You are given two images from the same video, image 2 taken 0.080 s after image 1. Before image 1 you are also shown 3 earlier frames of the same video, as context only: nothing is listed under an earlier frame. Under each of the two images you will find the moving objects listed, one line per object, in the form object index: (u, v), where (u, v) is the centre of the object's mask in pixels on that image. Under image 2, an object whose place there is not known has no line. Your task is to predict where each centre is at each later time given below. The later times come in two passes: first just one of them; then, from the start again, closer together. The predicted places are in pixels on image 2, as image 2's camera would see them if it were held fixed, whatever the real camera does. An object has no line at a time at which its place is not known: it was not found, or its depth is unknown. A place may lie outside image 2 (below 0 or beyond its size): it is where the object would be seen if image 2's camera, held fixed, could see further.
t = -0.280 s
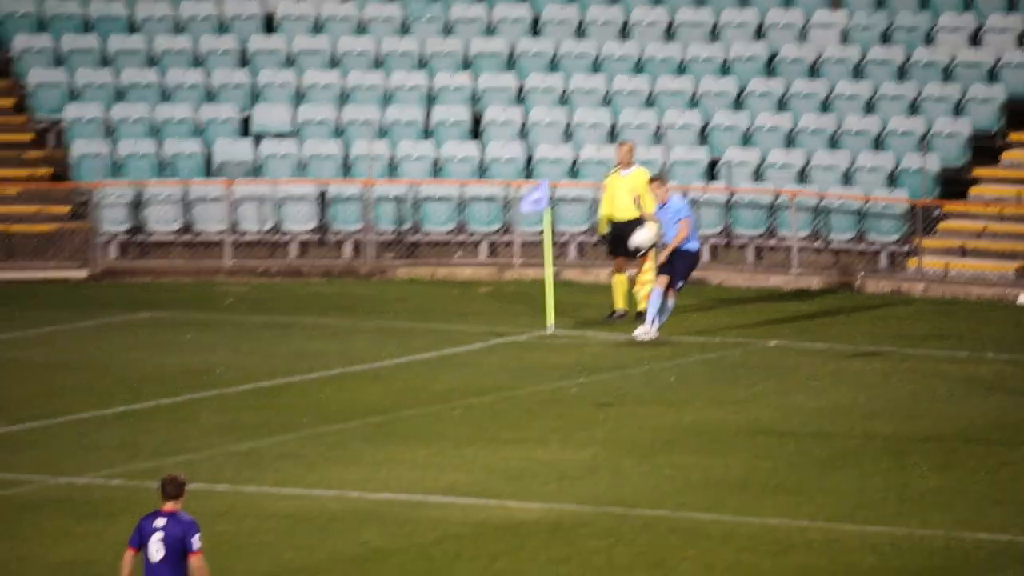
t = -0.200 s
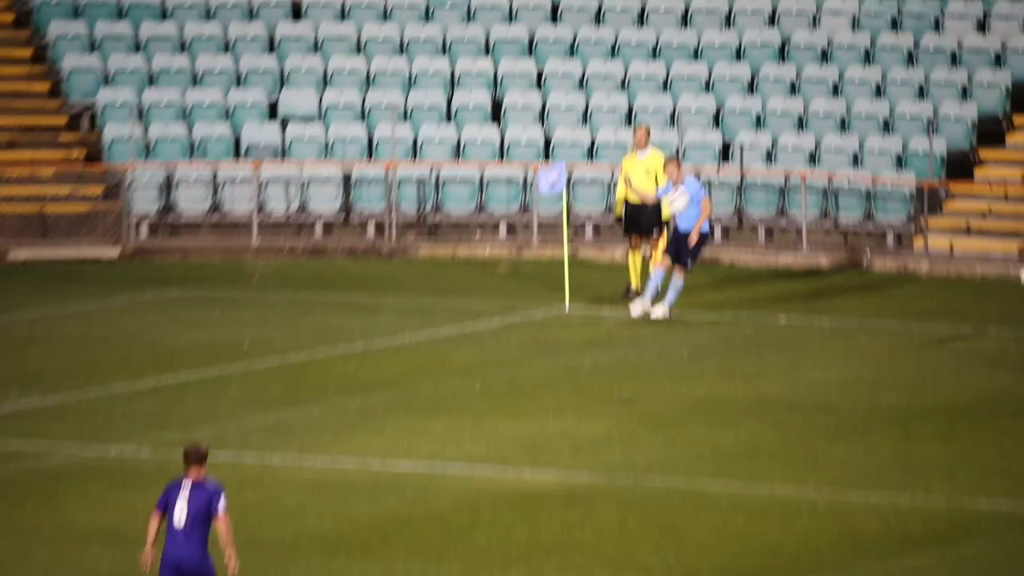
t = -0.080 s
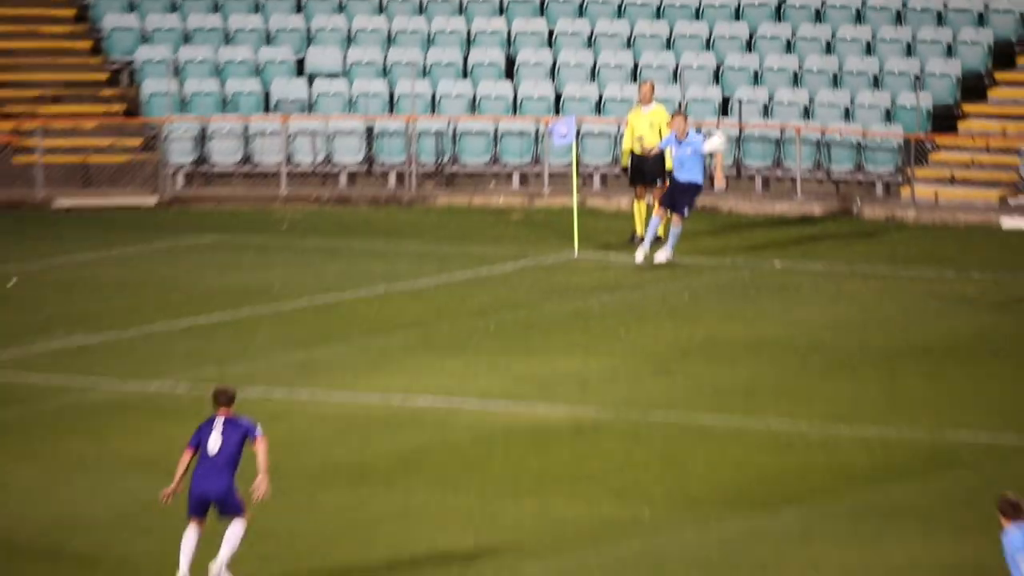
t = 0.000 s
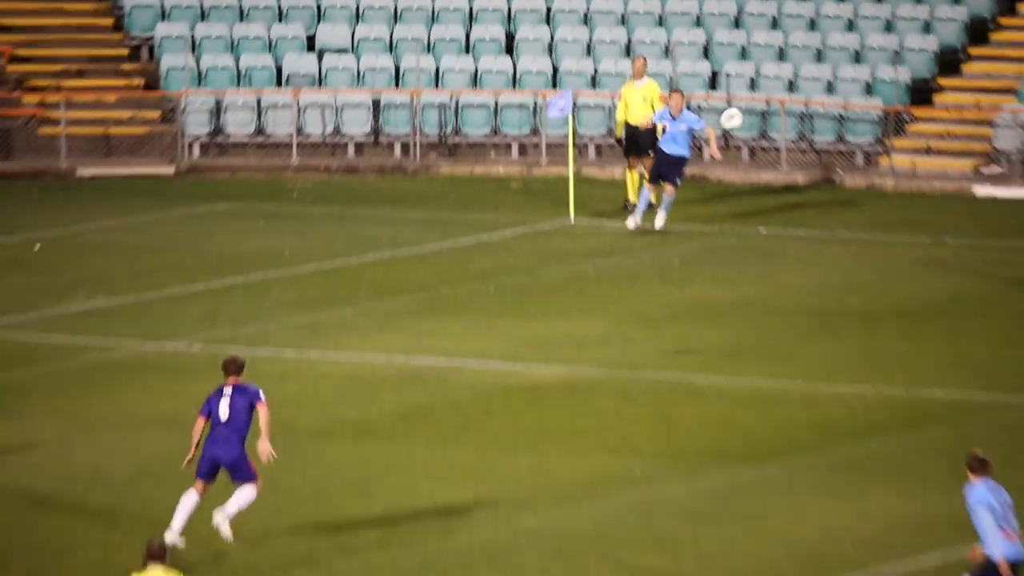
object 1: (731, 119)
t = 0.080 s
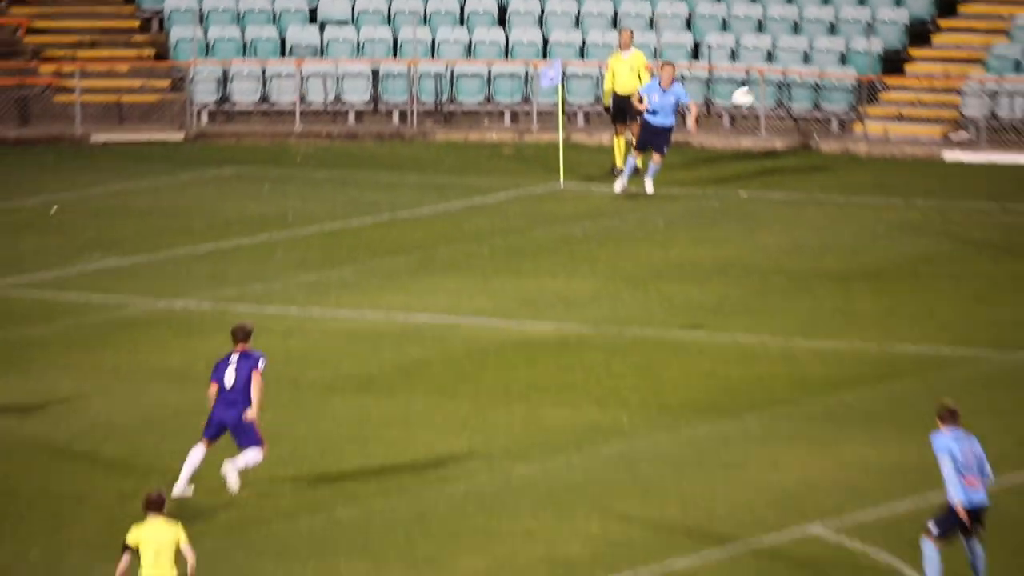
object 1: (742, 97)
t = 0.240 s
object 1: (803, 132)
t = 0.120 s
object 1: (758, 102)
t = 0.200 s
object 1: (788, 120)
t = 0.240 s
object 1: (803, 132)
